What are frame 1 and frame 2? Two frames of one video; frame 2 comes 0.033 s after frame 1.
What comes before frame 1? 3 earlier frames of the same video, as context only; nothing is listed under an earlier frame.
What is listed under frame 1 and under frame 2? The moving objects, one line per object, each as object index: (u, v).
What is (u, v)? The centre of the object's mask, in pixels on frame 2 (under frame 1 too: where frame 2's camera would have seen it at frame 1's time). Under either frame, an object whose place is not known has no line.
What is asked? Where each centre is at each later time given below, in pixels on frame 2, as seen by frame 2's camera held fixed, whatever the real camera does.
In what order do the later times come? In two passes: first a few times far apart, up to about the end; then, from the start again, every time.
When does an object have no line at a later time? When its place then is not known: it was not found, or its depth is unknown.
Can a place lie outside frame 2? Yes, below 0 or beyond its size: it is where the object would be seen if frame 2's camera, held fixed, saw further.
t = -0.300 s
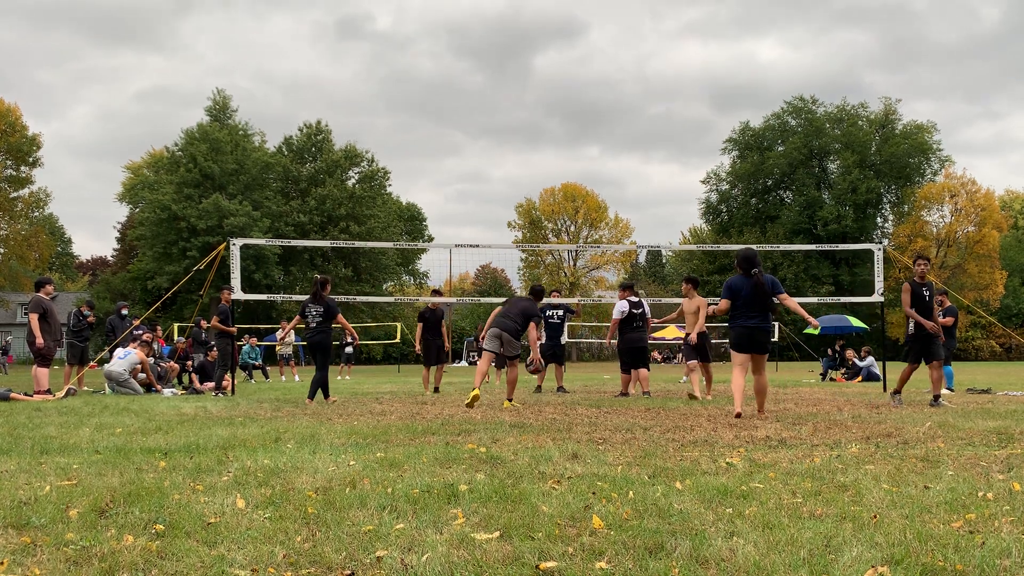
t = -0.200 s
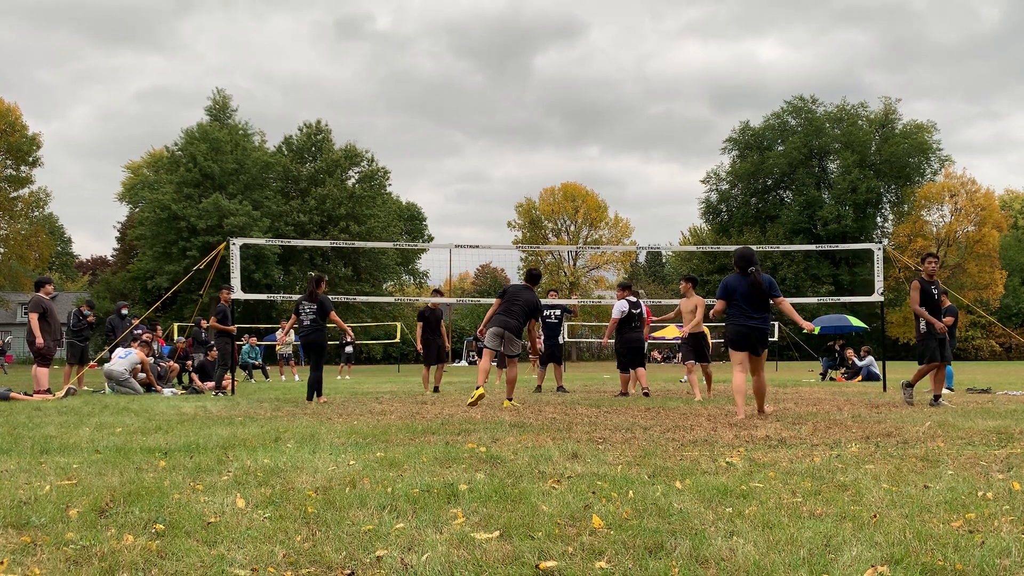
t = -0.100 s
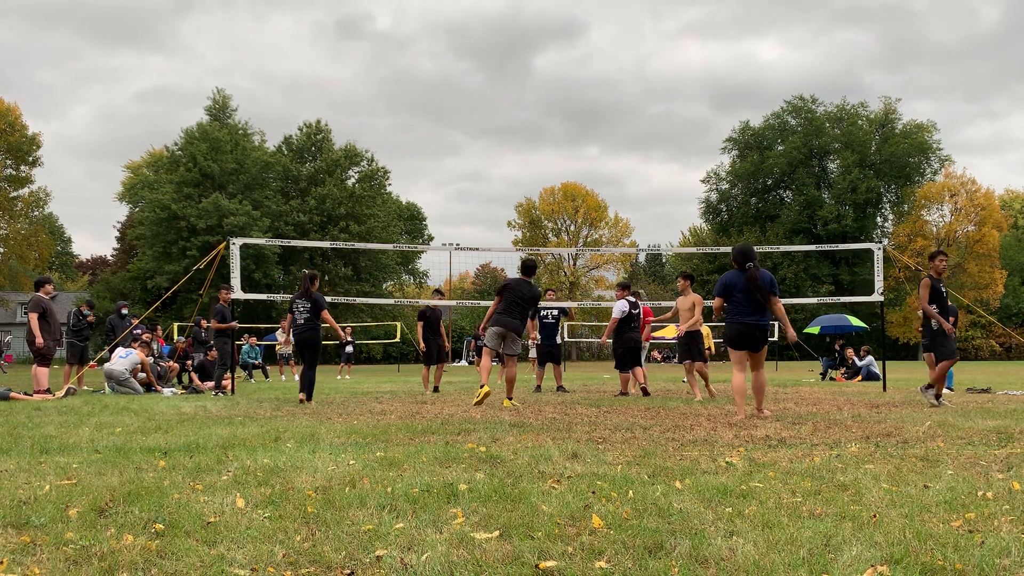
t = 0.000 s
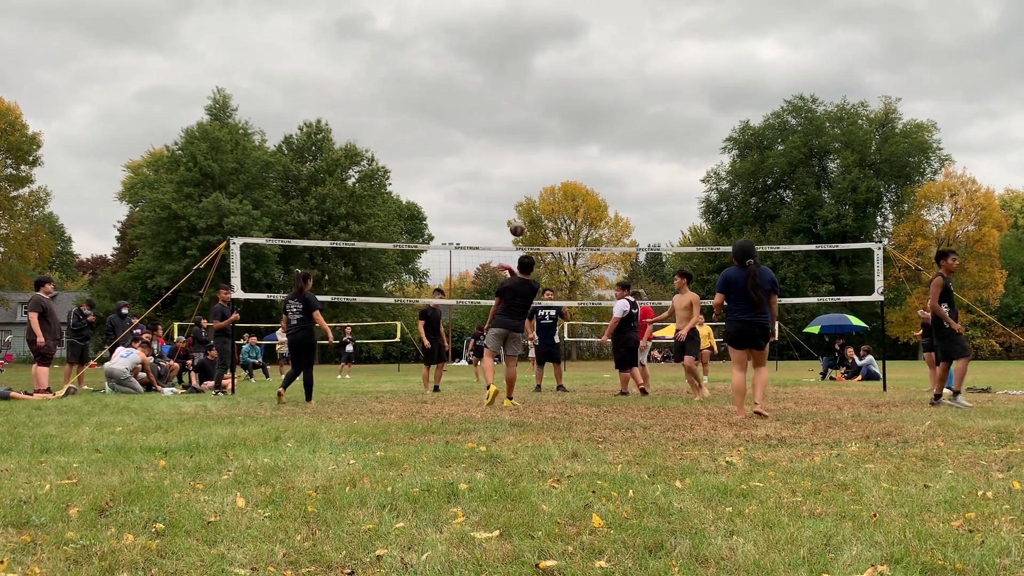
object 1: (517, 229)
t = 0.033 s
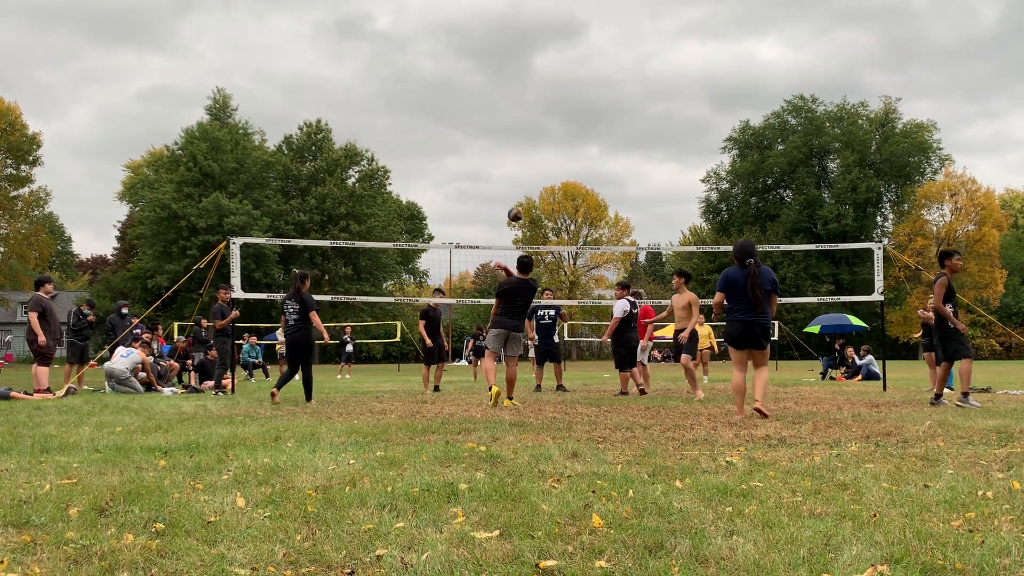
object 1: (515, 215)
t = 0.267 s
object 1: (501, 148)
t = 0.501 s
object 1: (493, 127)
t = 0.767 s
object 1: (488, 142)
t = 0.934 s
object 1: (485, 167)
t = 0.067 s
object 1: (512, 201)
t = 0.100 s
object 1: (510, 189)
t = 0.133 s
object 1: (508, 179)
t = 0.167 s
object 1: (506, 169)
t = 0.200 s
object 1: (505, 161)
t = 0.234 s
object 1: (503, 154)
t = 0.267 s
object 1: (501, 148)
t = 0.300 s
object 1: (500, 142)
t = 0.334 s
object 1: (499, 138)
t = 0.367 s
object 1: (497, 134)
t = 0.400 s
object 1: (496, 131)
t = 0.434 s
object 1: (495, 129)
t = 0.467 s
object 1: (494, 128)
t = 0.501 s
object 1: (493, 127)
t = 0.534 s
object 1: (493, 127)
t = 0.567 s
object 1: (492, 127)
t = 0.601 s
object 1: (491, 128)
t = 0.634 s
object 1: (490, 130)
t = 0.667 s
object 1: (489, 132)
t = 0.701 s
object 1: (489, 135)
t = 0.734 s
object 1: (488, 139)
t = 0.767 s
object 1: (488, 142)
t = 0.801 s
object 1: (487, 146)
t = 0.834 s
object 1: (486, 151)
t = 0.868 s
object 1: (486, 156)
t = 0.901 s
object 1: (485, 162)
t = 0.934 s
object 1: (485, 167)
